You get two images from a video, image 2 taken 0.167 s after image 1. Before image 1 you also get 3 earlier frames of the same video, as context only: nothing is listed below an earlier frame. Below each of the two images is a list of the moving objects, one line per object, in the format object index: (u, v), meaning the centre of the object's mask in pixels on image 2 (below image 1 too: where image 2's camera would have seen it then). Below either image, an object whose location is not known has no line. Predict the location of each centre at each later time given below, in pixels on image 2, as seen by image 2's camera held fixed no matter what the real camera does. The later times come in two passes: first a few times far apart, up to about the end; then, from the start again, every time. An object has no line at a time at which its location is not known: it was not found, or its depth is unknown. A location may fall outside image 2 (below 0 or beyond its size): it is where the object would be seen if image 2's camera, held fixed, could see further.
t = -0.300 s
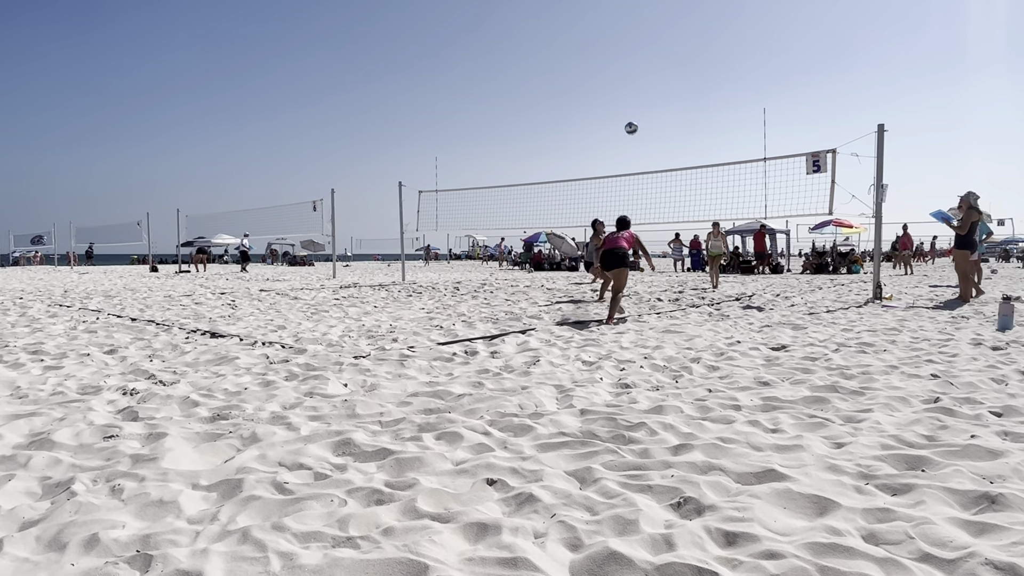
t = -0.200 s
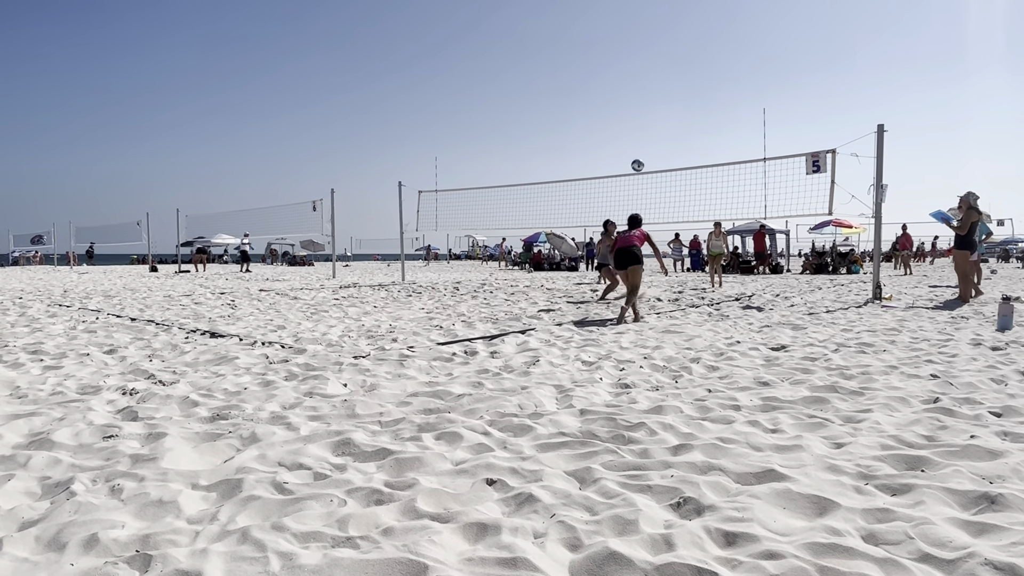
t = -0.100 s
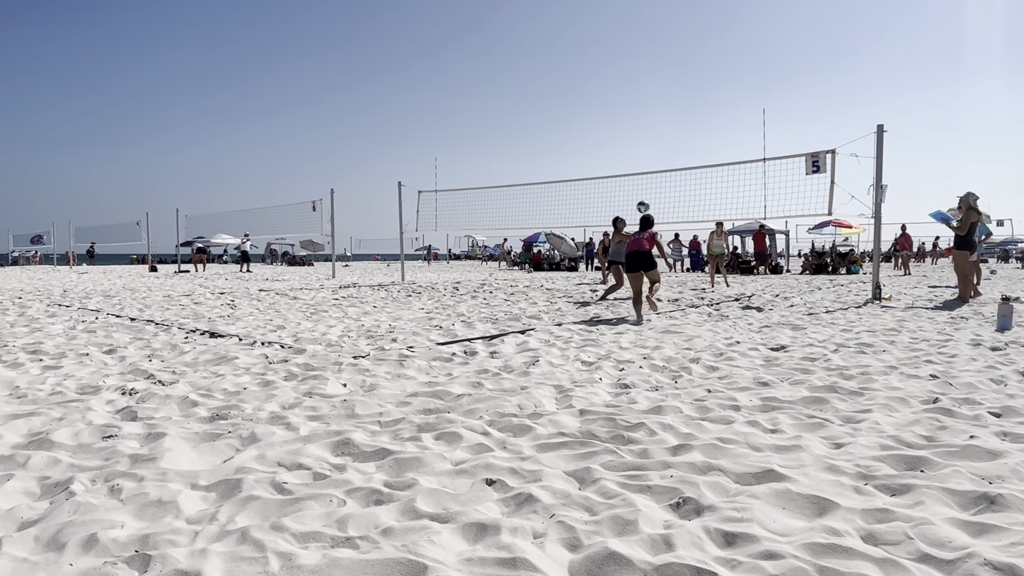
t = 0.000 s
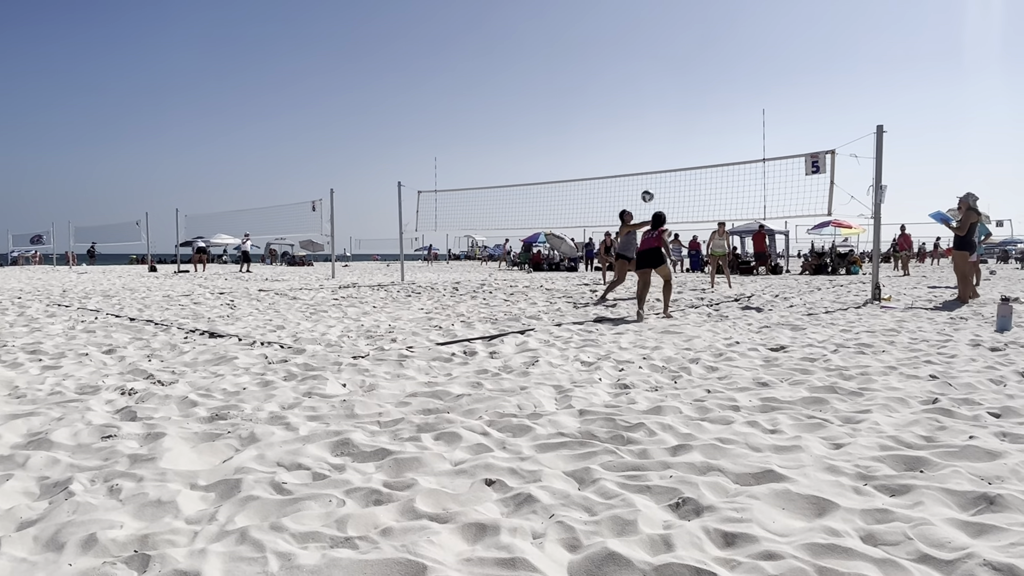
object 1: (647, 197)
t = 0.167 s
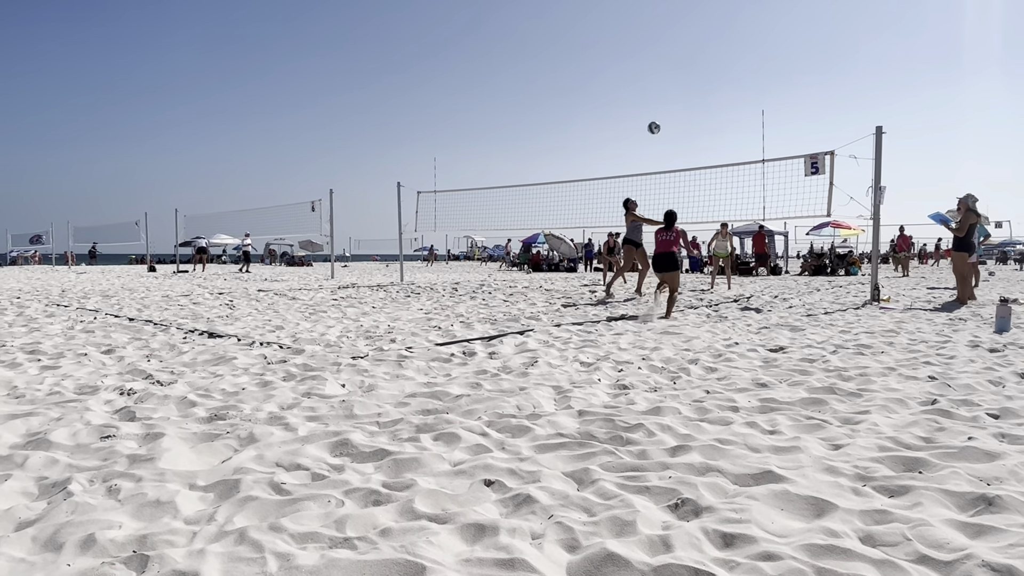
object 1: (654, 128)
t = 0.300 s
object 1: (660, 85)
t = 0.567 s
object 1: (672, 31)
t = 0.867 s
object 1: (684, 22)
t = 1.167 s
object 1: (696, 67)
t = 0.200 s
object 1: (655, 116)
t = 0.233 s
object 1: (657, 105)
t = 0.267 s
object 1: (658, 95)
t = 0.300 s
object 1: (660, 85)
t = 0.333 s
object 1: (662, 76)
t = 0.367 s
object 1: (663, 68)
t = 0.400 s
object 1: (665, 60)
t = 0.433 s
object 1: (666, 52)
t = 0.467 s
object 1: (668, 46)
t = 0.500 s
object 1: (669, 41)
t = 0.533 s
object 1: (671, 36)
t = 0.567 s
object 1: (672, 31)
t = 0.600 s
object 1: (673, 28)
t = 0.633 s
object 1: (675, 25)
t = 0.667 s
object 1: (676, 22)
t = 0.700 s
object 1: (677, 21)
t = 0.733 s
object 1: (679, 19)
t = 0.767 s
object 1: (680, 19)
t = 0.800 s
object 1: (681, 19)
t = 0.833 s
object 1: (683, 20)
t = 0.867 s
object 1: (684, 22)
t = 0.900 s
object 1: (685, 25)
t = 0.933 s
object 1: (687, 27)
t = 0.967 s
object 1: (688, 31)
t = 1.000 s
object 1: (689, 36)
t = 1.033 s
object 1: (691, 40)
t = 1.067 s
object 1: (692, 46)
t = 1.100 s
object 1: (693, 53)
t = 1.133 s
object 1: (695, 59)
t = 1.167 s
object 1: (696, 67)
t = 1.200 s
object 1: (697, 75)
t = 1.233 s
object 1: (699, 84)
